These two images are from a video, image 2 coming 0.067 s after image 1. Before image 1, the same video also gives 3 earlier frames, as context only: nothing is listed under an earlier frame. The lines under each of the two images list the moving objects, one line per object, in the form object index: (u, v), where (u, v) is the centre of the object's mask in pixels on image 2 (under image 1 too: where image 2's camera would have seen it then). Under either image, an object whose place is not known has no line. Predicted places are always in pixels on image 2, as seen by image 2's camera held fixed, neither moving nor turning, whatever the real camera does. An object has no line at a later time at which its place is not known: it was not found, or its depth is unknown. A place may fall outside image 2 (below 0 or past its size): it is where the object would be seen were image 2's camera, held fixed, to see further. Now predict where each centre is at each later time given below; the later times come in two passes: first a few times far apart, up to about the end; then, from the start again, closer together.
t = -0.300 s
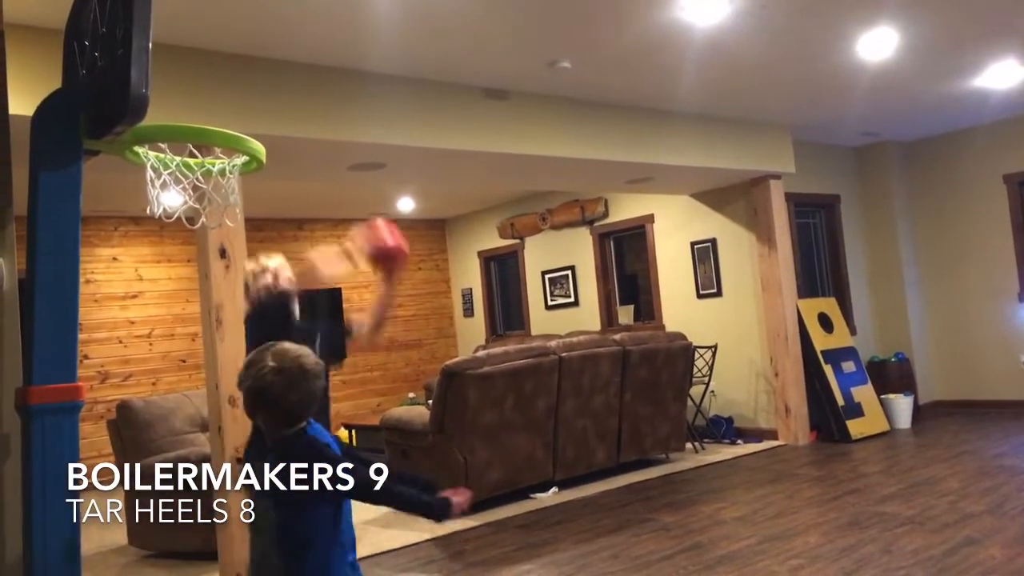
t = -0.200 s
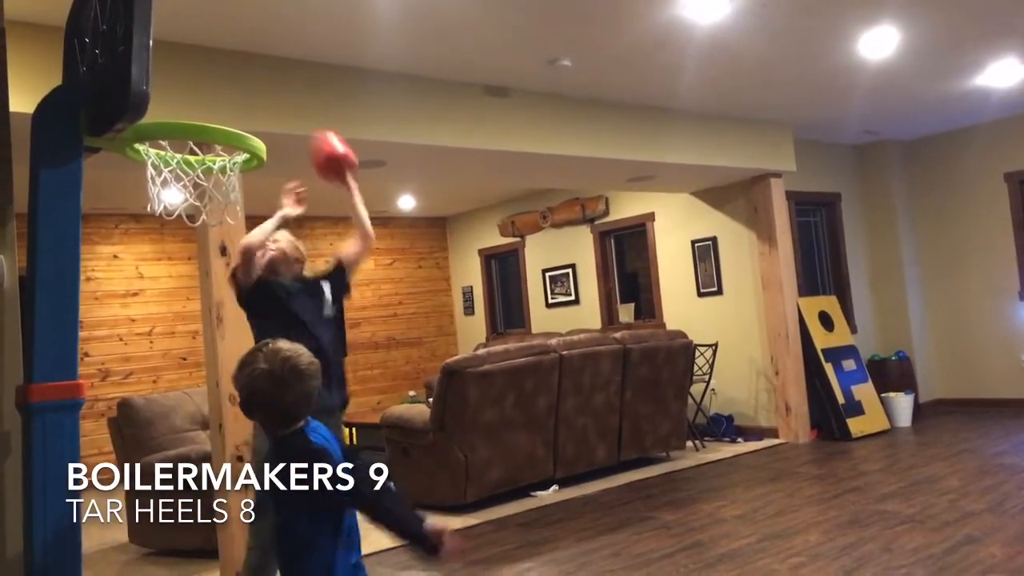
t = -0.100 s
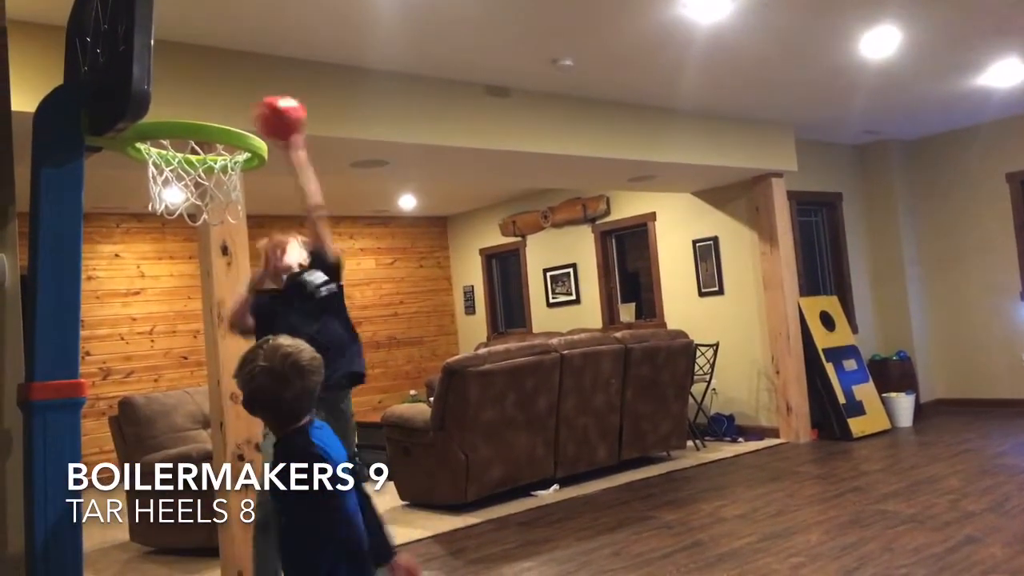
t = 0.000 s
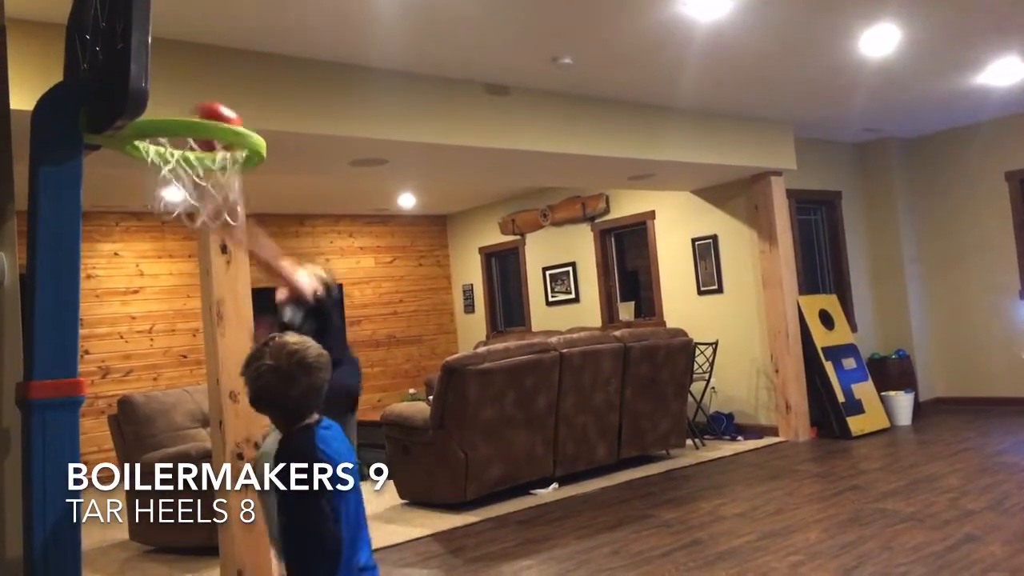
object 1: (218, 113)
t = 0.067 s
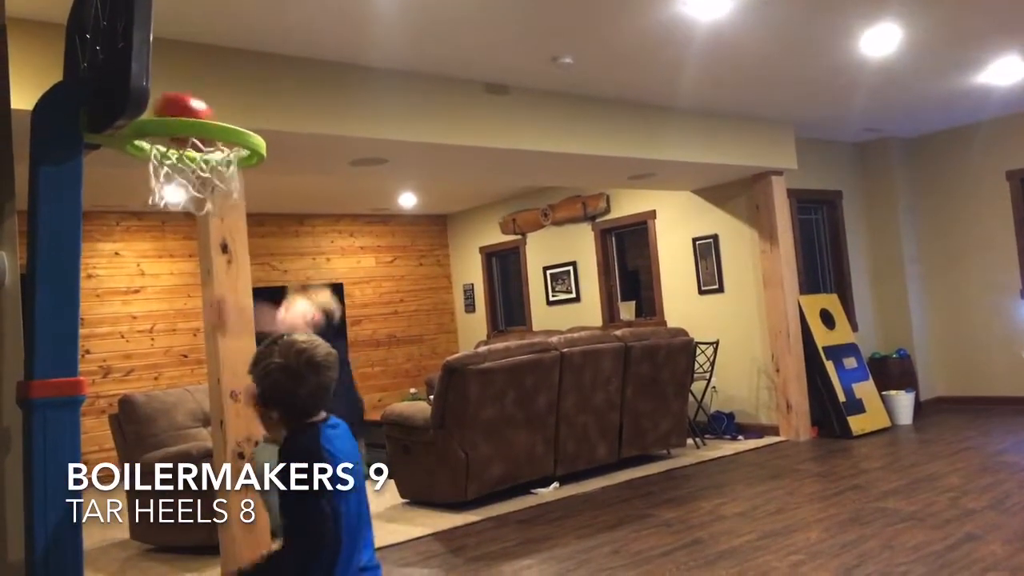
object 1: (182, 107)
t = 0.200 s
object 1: (182, 71)
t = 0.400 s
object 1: (208, 92)
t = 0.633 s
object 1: (190, 155)
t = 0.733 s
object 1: (171, 194)
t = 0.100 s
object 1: (173, 101)
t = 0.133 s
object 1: (176, 91)
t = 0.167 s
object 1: (180, 80)
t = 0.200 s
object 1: (182, 71)
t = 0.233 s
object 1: (186, 66)
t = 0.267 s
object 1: (190, 65)
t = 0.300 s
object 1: (194, 67)
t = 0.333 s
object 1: (198, 72)
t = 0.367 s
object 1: (202, 81)
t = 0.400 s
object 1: (208, 92)
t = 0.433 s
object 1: (214, 104)
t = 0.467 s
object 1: (220, 113)
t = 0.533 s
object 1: (211, 150)
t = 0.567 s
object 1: (200, 150)
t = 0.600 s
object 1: (196, 151)
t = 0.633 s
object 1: (190, 155)
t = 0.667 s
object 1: (180, 163)
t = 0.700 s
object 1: (175, 177)
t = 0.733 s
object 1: (171, 194)
